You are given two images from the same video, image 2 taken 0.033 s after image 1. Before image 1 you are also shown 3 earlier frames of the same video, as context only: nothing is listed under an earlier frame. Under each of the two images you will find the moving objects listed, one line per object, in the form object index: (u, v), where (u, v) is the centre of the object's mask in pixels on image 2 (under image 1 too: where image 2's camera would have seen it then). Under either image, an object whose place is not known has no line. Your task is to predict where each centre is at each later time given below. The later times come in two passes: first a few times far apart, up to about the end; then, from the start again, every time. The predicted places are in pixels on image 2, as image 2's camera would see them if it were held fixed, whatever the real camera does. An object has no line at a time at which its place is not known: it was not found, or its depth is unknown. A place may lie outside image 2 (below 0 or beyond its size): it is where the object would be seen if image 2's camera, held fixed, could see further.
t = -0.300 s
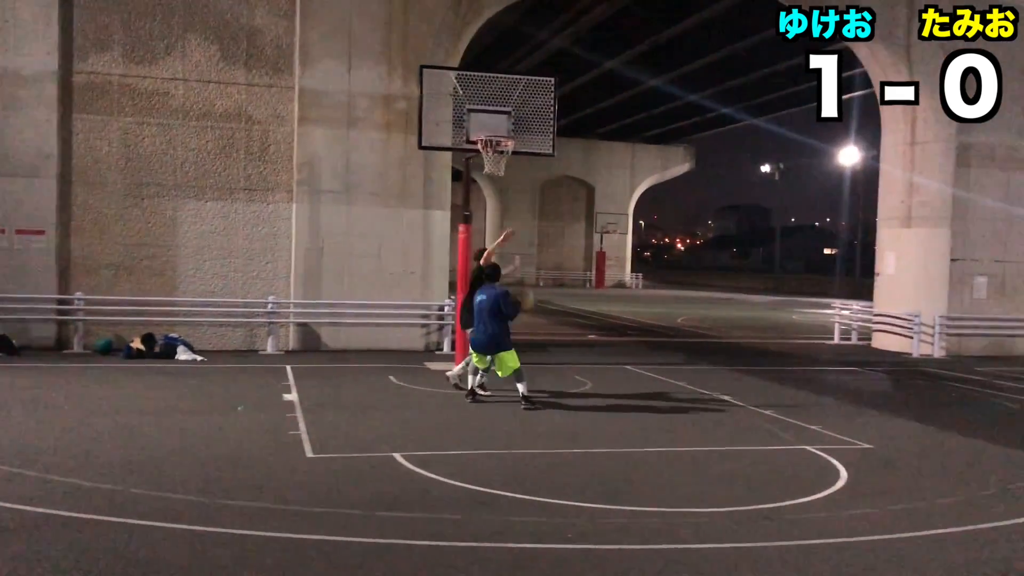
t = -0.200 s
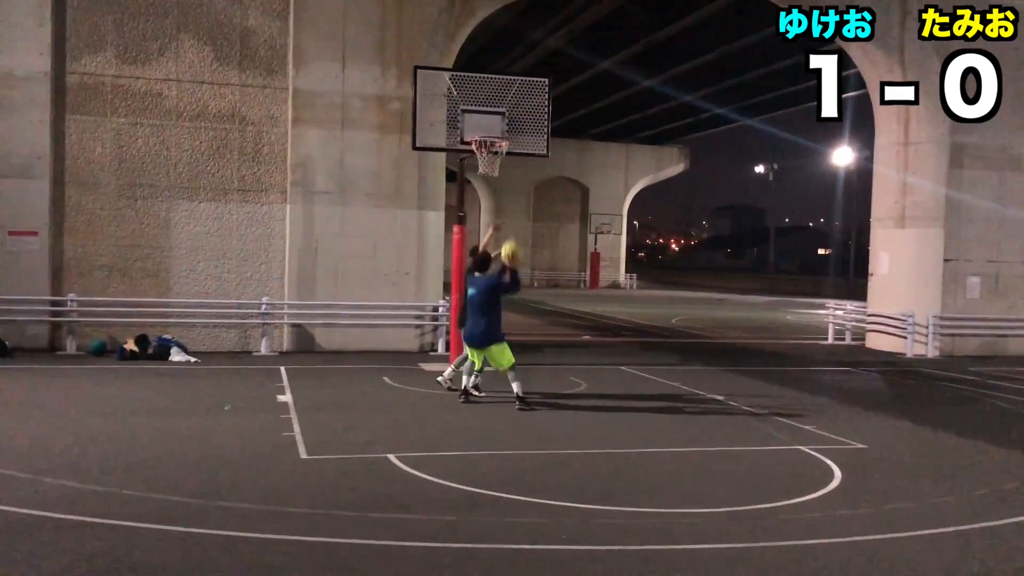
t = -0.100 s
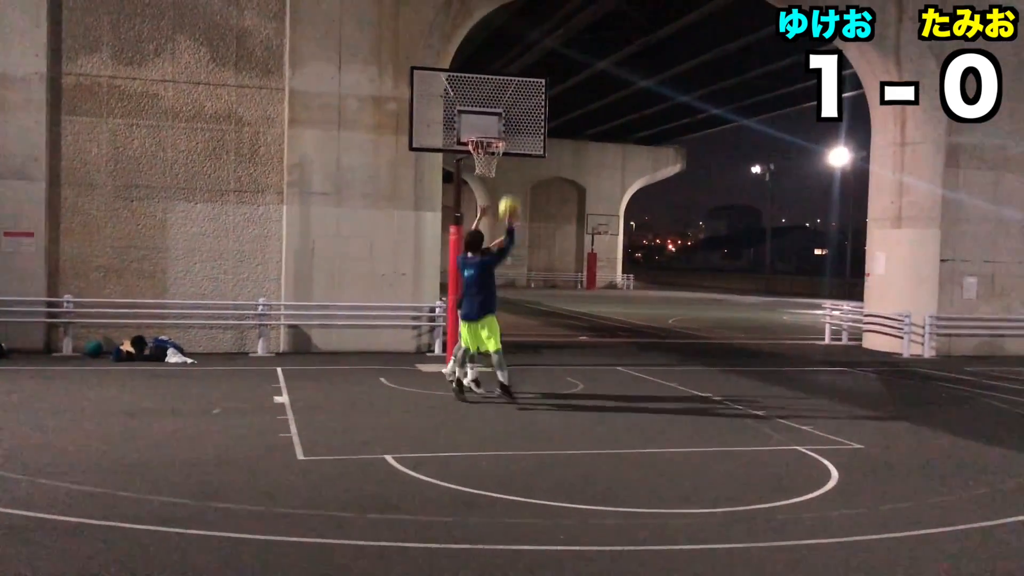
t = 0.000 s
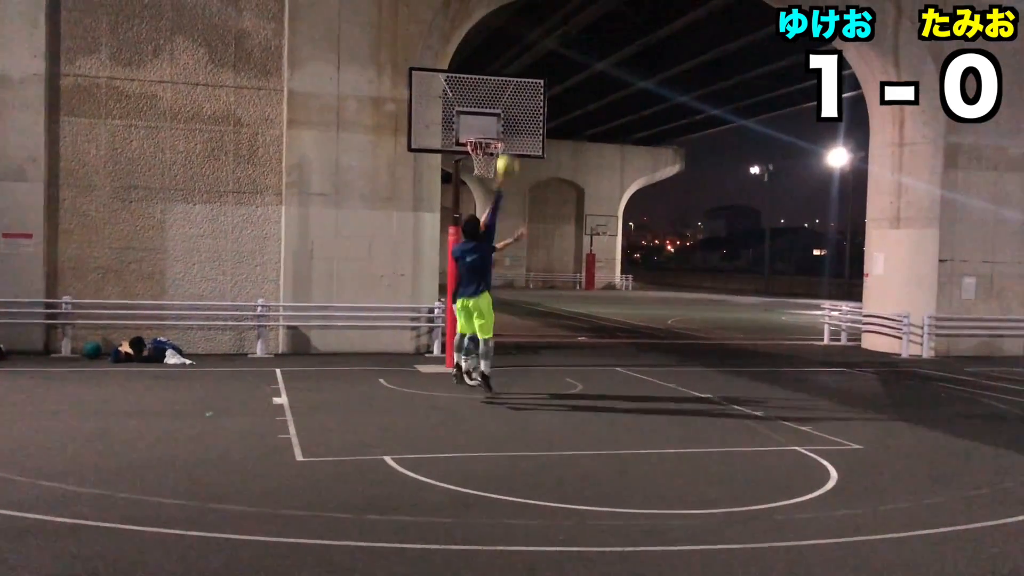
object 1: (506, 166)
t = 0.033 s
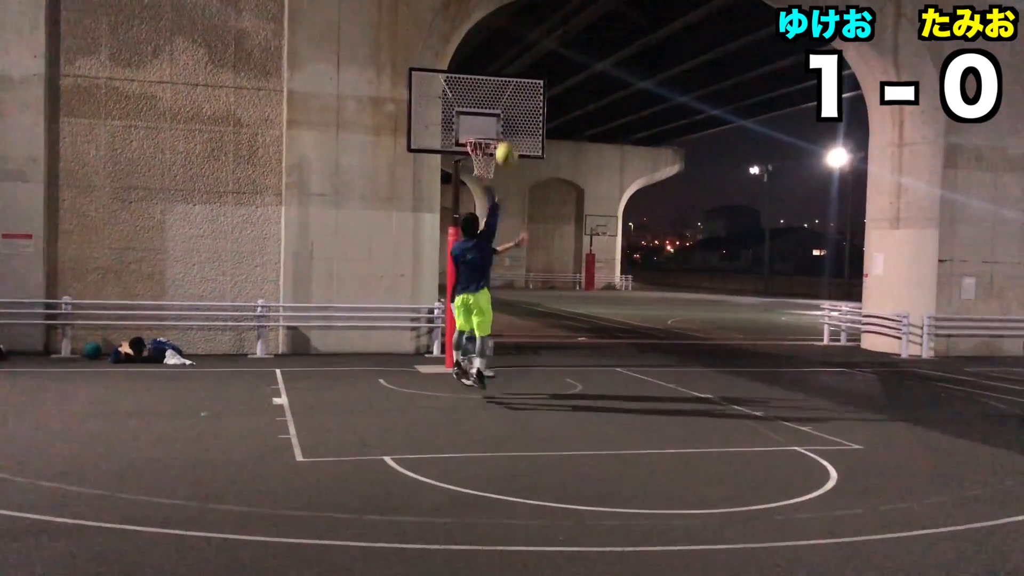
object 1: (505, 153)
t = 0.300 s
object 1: (503, 99)
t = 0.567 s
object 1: (499, 108)
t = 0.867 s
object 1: (474, 120)
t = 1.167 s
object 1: (432, 145)
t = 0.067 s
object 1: (505, 143)
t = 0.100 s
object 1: (506, 133)
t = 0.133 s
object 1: (505, 125)
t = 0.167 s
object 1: (505, 117)
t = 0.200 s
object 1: (504, 112)
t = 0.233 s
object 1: (504, 106)
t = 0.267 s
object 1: (503, 102)
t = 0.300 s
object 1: (503, 99)
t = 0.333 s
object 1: (502, 98)
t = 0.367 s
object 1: (502, 96)
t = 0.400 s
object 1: (502, 96)
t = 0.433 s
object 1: (501, 97)
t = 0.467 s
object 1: (501, 98)
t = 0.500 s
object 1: (499, 100)
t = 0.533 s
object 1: (499, 103)
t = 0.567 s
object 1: (499, 108)
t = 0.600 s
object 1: (498, 113)
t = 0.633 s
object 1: (498, 119)
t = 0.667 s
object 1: (497, 125)
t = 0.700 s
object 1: (497, 131)
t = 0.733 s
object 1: (493, 131)
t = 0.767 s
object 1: (488, 127)
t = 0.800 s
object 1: (483, 124)
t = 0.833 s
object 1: (478, 121)
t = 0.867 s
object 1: (474, 120)
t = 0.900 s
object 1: (468, 118)
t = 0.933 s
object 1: (464, 119)
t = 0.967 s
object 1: (458, 120)
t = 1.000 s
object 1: (455, 123)
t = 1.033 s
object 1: (451, 127)
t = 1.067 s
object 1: (446, 130)
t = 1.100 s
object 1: (442, 135)
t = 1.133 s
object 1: (438, 139)
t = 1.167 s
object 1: (432, 145)
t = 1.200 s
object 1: (427, 152)
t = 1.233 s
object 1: (422, 160)
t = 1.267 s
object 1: (417, 169)
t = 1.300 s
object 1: (411, 177)
